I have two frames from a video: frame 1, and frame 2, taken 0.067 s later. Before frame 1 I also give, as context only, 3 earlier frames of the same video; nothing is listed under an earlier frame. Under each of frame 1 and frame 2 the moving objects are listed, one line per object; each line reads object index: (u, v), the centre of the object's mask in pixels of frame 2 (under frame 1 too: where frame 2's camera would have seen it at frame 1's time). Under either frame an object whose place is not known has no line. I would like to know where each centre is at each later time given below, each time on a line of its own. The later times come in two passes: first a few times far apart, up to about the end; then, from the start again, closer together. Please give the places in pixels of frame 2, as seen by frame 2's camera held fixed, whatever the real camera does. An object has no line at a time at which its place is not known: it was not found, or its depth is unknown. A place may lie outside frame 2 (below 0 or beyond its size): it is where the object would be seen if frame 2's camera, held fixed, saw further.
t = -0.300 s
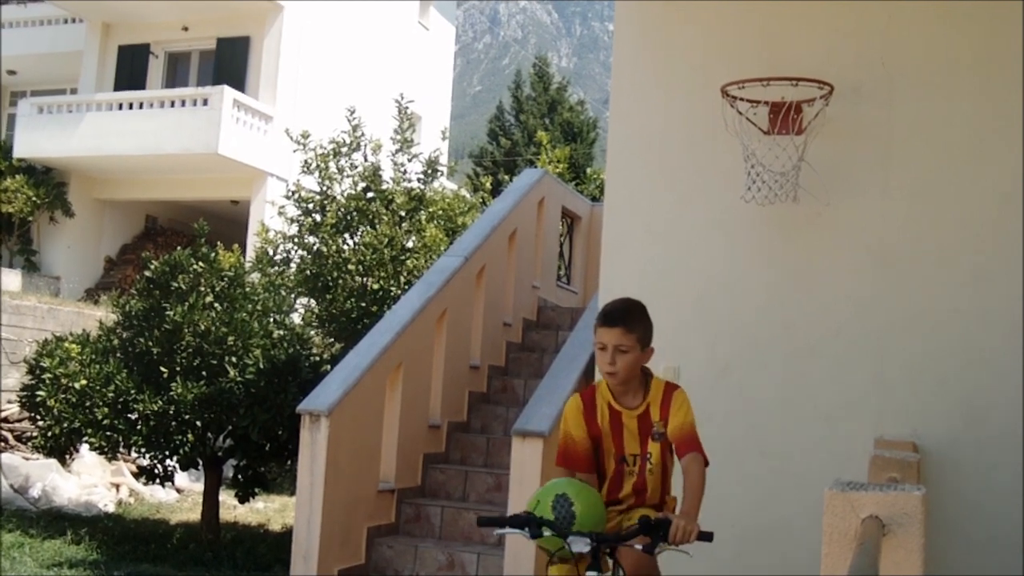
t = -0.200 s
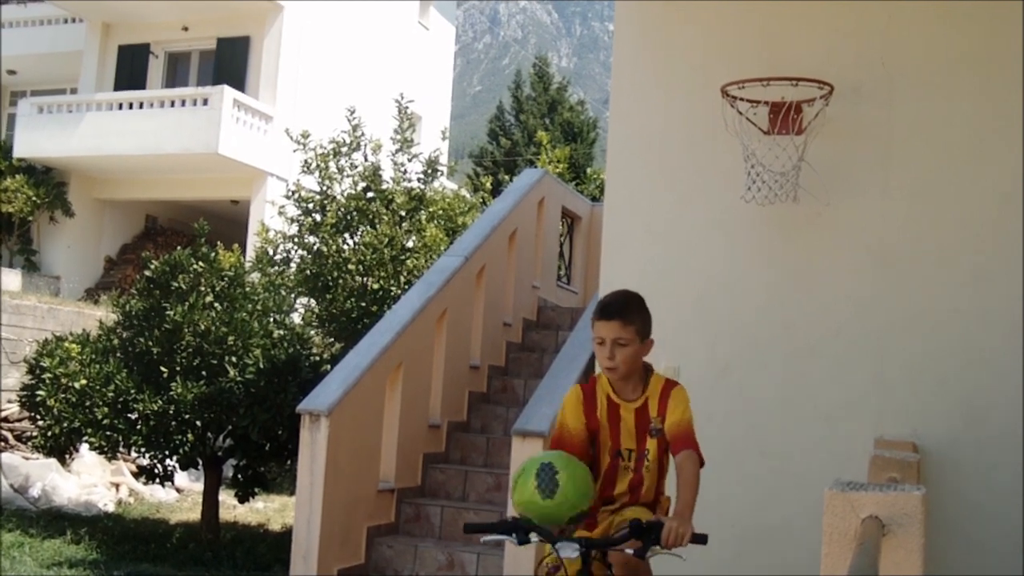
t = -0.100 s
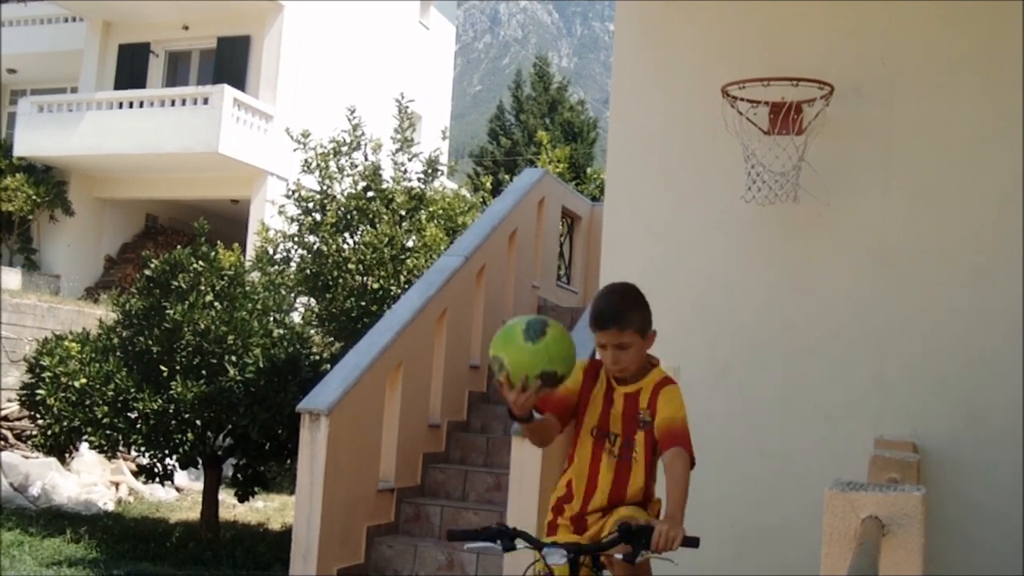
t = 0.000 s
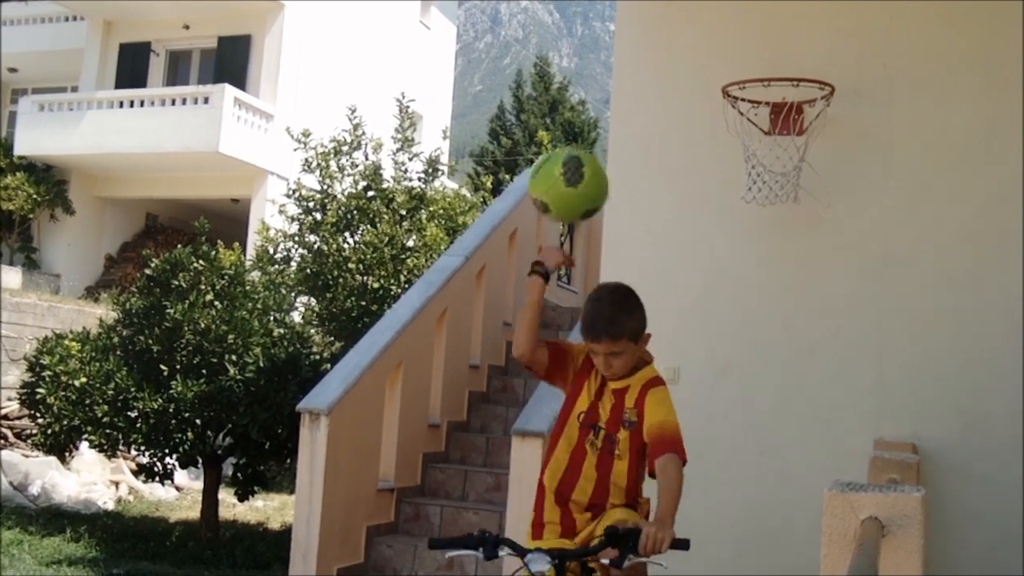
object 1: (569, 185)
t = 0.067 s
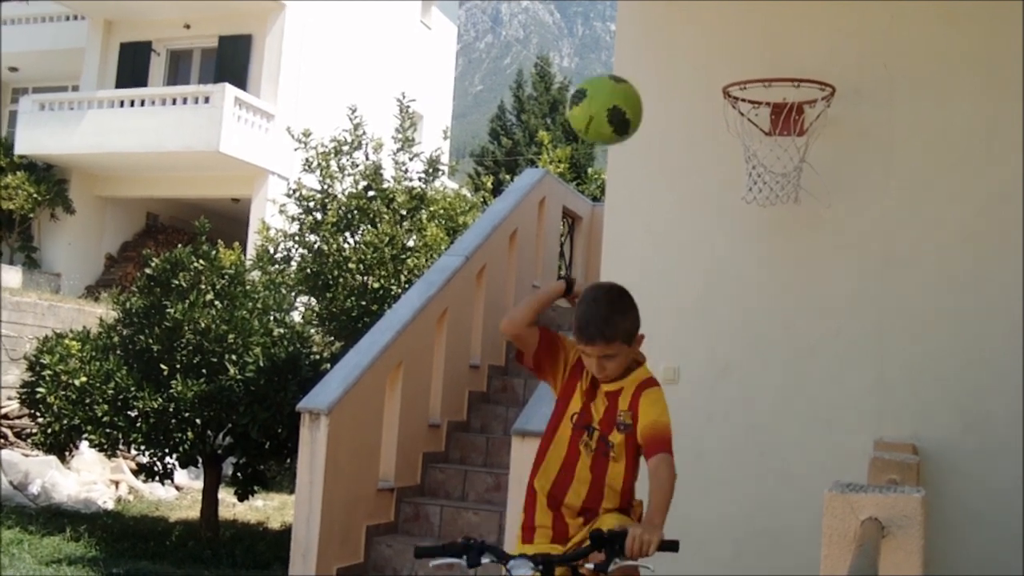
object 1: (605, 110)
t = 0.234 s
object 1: (676, 15)
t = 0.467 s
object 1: (742, 13)
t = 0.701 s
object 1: (780, 64)
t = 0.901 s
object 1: (787, 52)
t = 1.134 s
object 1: (774, 147)
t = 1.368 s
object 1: (769, 166)
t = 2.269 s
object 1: (589, 453)
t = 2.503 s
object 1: (435, 381)
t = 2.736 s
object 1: (278, 445)
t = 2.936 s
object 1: (141, 588)
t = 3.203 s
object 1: (42, 461)
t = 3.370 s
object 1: (-3, 416)
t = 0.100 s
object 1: (622, 79)
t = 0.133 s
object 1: (637, 54)
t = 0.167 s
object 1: (650, 33)
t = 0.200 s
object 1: (664, 22)
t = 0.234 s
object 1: (676, 15)
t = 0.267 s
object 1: (687, 11)
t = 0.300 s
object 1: (697, 8)
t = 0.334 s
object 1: (707, 7)
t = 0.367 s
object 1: (717, 7)
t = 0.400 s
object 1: (725, 9)
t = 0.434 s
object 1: (734, 10)
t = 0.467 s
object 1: (742, 13)
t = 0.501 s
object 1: (749, 18)
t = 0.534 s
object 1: (756, 26)
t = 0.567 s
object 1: (762, 40)
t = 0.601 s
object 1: (769, 55)
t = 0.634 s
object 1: (775, 75)
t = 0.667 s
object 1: (778, 75)
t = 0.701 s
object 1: (780, 64)
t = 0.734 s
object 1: (781, 56)
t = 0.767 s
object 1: (783, 51)
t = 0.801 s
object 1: (783, 48)
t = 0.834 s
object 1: (784, 47)
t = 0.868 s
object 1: (786, 48)
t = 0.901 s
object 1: (787, 52)
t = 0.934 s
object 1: (788, 57)
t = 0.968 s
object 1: (789, 67)
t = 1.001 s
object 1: (790, 79)
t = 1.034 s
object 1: (786, 93)
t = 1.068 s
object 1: (782, 109)
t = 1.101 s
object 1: (778, 125)
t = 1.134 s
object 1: (774, 147)
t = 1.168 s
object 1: (770, 165)
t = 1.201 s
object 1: (767, 165)
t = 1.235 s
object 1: (767, 161)
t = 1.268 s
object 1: (767, 164)
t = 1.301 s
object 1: (767, 162)
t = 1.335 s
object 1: (769, 165)
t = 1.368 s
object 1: (769, 166)
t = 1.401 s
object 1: (775, 169)
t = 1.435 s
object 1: (772, 175)
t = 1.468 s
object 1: (773, 182)
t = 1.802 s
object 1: (771, 399)
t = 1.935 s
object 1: (767, 581)
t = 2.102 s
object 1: (701, 596)
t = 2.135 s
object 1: (676, 557)
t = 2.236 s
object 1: (612, 474)
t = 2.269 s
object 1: (589, 453)
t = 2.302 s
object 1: (568, 434)
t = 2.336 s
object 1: (546, 418)
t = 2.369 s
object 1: (523, 405)
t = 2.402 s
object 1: (500, 394)
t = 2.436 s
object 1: (479, 387)
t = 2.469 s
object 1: (458, 382)
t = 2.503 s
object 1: (435, 381)
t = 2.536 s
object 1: (414, 381)
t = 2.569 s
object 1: (391, 386)
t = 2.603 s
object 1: (369, 392)
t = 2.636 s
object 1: (346, 402)
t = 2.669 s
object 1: (323, 413)
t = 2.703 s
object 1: (300, 428)
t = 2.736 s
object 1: (278, 445)
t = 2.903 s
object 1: (162, 572)
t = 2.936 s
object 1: (141, 588)
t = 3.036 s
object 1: (97, 571)
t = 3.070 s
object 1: (87, 542)
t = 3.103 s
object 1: (75, 519)
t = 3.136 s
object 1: (65, 499)
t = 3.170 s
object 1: (53, 479)
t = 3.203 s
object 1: (42, 461)
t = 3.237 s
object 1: (31, 447)
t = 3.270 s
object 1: (17, 435)
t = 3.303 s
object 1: (8, 426)
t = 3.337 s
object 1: (2, 422)
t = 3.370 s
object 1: (-3, 416)
